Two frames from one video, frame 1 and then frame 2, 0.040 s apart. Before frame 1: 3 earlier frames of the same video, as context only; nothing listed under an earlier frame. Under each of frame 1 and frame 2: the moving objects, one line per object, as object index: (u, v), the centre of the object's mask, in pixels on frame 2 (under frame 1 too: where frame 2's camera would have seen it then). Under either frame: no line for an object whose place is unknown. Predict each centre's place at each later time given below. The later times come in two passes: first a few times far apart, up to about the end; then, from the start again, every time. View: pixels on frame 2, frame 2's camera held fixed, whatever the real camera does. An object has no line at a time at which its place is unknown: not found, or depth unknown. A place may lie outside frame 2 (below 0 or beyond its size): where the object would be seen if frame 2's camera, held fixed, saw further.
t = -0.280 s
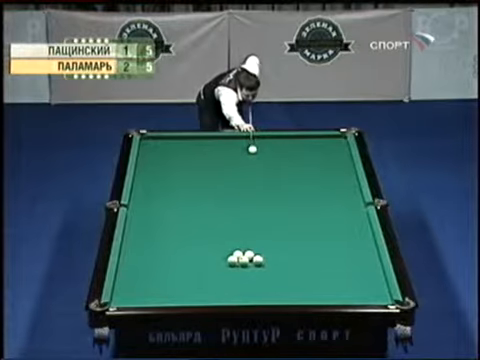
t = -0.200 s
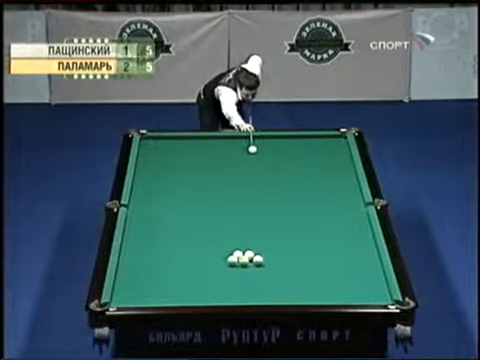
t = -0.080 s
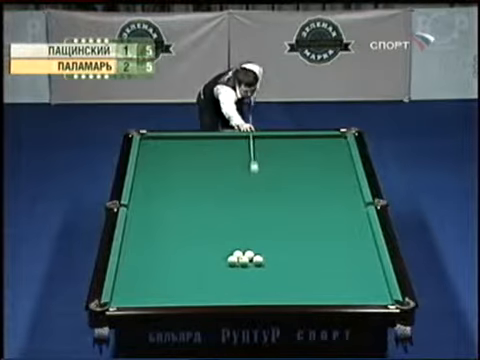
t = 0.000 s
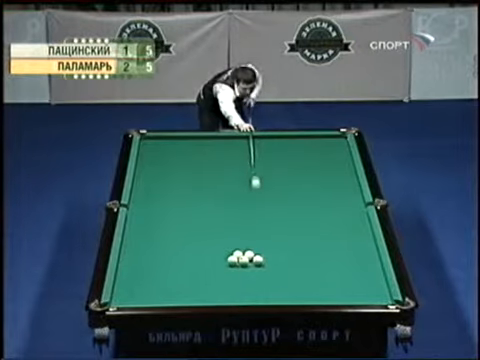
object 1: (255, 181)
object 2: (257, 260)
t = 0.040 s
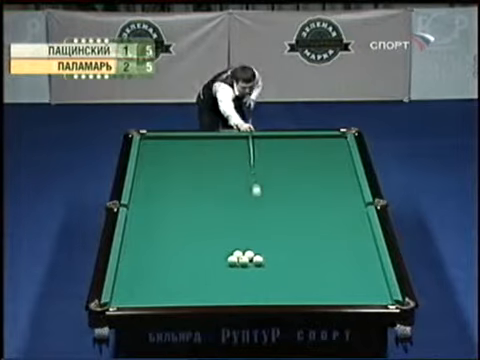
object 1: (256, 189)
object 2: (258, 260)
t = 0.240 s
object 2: (257, 260)
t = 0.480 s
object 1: (298, 264)
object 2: (224, 287)
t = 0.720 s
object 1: (354, 283)
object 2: (191, 276)
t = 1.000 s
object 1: (379, 290)
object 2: (167, 245)
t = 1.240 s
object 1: (369, 273)
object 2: (150, 224)
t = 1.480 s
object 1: (363, 260)
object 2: (134, 204)
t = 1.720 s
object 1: (358, 247)
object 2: (144, 188)
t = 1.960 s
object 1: (354, 235)
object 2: (155, 173)
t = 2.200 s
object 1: (349, 224)
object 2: (165, 159)
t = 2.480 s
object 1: (345, 212)
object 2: (176, 144)
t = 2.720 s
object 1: (341, 202)
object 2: (186, 139)
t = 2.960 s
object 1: (338, 193)
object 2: (199, 148)
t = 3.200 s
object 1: (334, 184)
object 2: (212, 154)
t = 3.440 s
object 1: (331, 175)
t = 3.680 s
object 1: (329, 168)
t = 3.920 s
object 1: (326, 161)
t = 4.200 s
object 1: (323, 153)
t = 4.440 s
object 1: (321, 147)
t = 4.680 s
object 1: (318, 141)
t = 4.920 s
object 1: (316, 135)
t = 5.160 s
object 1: (316, 138)
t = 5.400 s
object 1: (316, 141)
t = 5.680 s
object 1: (317, 144)
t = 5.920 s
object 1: (317, 146)
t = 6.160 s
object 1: (317, 149)
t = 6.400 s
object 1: (317, 150)
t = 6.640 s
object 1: (317, 153)
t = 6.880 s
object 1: (317, 155)
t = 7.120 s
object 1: (317, 157)
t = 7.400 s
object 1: (318, 158)
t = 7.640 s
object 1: (318, 160)
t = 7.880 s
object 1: (318, 162)
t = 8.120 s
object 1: (319, 163)
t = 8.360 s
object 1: (319, 164)
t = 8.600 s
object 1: (319, 164)
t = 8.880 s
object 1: (319, 165)
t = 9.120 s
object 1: (319, 165)
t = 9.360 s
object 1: (320, 166)
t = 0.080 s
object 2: (257, 260)
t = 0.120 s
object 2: (258, 260)
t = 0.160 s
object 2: (257, 260)
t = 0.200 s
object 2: (257, 260)
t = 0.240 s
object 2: (257, 260)
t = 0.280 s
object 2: (257, 260)
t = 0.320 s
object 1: (262, 250)
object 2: (258, 260)
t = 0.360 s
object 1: (268, 257)
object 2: (252, 264)
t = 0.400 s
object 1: (278, 259)
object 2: (243, 272)
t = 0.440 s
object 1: (288, 261)
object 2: (233, 280)
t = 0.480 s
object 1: (298, 264)
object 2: (224, 287)
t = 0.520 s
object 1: (307, 267)
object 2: (215, 295)
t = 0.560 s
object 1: (317, 269)
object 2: (207, 298)
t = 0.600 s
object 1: (326, 272)
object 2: (203, 293)
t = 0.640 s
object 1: (336, 276)
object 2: (199, 287)
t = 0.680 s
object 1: (345, 279)
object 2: (195, 281)
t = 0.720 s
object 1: (354, 283)
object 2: (191, 276)
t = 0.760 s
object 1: (363, 286)
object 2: (187, 271)
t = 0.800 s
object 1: (373, 291)
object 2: (183, 266)
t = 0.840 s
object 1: (381, 295)
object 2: (180, 261)
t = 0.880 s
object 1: (386, 298)
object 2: (176, 257)
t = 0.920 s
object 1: (384, 297)
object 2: (173, 253)
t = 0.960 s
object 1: (381, 294)
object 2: (170, 249)
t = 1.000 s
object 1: (379, 290)
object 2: (167, 245)
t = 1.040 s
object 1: (376, 287)
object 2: (164, 241)
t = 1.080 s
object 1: (374, 284)
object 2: (162, 238)
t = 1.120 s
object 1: (373, 281)
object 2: (158, 235)
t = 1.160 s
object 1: (371, 278)
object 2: (155, 231)
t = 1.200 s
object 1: (370, 275)
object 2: (152, 227)
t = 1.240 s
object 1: (369, 273)
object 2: (150, 224)
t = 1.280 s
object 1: (368, 271)
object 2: (147, 220)
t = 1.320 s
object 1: (367, 269)
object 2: (144, 217)
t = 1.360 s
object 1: (366, 266)
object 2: (142, 214)
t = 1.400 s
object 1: (365, 264)
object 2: (140, 211)
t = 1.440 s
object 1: (364, 262)
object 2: (137, 207)
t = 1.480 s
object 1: (363, 260)
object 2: (134, 204)
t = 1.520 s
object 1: (363, 258)
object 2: (133, 201)
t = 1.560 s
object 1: (362, 255)
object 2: (135, 199)
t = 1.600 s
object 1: (360, 253)
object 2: (138, 196)
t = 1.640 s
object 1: (360, 251)
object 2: (140, 193)
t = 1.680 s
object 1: (359, 249)
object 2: (142, 190)
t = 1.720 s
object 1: (358, 247)
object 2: (144, 188)
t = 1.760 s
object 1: (357, 245)
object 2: (146, 185)
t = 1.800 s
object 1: (357, 243)
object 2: (148, 183)
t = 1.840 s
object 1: (356, 241)
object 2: (150, 180)
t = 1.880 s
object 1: (355, 239)
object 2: (151, 178)
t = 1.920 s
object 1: (354, 237)
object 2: (153, 175)
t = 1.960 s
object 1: (354, 235)
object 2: (155, 173)
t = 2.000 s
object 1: (353, 233)
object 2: (157, 170)
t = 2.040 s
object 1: (352, 231)
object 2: (158, 168)
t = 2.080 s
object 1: (351, 230)
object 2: (160, 166)
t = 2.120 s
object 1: (351, 227)
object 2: (161, 164)
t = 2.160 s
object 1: (350, 226)
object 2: (164, 161)
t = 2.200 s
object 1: (349, 224)
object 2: (165, 159)
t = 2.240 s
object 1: (348, 222)
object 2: (167, 156)
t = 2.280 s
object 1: (348, 221)
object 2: (168, 154)
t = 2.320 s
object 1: (347, 219)
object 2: (170, 152)
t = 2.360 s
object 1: (346, 217)
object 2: (171, 150)
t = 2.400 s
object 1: (346, 216)
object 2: (173, 148)
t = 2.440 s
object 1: (345, 213)
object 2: (175, 146)
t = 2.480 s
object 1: (345, 212)
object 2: (176, 144)
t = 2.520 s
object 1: (344, 210)
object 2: (178, 141)
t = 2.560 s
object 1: (343, 208)
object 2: (179, 139)
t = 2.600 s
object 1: (343, 207)
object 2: (181, 137)
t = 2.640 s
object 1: (342, 205)
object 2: (182, 137)
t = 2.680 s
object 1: (342, 203)
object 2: (184, 138)
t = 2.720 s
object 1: (341, 202)
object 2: (186, 139)
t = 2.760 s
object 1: (340, 200)
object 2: (189, 141)
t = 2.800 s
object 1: (340, 199)
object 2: (191, 143)
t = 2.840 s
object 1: (339, 197)
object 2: (193, 144)
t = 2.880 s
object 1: (339, 196)
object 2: (195, 145)
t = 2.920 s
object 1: (338, 194)
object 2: (197, 146)
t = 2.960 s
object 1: (338, 193)
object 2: (199, 148)
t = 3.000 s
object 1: (337, 191)
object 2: (201, 148)
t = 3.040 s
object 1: (337, 190)
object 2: (204, 150)
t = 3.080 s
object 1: (336, 188)
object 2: (206, 151)
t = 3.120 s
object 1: (336, 187)
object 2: (208, 152)
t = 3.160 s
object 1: (335, 185)
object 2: (210, 153)
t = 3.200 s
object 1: (334, 184)
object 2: (212, 154)
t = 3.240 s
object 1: (334, 182)
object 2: (214, 155)
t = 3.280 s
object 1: (333, 181)
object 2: (216, 156)
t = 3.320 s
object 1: (333, 180)
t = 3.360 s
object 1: (332, 178)
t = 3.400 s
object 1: (332, 177)
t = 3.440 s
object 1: (331, 175)
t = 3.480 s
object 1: (331, 174)
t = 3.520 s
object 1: (331, 173)
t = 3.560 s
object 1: (330, 172)
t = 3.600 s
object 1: (330, 170)
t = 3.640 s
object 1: (329, 169)
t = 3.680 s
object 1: (329, 168)
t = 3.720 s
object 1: (328, 167)
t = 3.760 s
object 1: (328, 166)
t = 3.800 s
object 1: (327, 164)
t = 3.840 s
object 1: (327, 163)
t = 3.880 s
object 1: (326, 162)
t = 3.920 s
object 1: (326, 161)
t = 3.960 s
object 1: (326, 160)
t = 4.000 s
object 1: (325, 159)
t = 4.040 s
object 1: (325, 157)
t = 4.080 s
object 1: (324, 156)
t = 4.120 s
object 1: (324, 155)
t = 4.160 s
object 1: (324, 154)
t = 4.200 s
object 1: (323, 153)
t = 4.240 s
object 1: (322, 152)
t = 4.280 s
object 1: (322, 150)
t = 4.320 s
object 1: (322, 150)
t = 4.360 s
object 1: (321, 148)
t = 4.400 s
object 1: (321, 147)
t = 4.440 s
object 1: (321, 147)
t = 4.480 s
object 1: (320, 145)
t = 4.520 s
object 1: (320, 144)
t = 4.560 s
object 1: (319, 143)
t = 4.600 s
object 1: (319, 143)
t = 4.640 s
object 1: (318, 142)
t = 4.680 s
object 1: (318, 141)
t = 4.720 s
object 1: (318, 140)
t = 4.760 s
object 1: (317, 139)
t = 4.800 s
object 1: (317, 138)
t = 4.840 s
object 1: (317, 137)
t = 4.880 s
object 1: (317, 136)
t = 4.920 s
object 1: (316, 135)
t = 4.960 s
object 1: (316, 135)
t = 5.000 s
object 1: (316, 136)
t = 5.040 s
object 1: (316, 136)
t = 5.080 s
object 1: (316, 137)
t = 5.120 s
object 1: (316, 137)
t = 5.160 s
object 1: (316, 138)
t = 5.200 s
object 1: (316, 138)
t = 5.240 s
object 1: (316, 138)
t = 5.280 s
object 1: (316, 139)
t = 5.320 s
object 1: (316, 140)
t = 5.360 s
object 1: (316, 140)
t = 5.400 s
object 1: (316, 141)
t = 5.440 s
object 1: (316, 141)
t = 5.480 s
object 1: (316, 142)
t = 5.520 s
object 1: (317, 142)
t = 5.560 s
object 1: (317, 143)
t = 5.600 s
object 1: (317, 143)
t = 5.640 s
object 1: (317, 143)
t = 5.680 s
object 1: (317, 144)
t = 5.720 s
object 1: (317, 144)
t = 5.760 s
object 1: (317, 144)
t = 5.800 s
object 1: (317, 145)
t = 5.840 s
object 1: (317, 145)
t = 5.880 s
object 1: (317, 146)
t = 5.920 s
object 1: (317, 146)
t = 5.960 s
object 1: (317, 147)
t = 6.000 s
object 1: (317, 147)
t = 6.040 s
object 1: (317, 147)
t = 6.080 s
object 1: (317, 148)
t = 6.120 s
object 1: (317, 149)
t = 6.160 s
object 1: (317, 149)
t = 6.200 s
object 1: (317, 149)
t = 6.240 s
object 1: (317, 149)
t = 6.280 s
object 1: (317, 150)
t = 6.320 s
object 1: (317, 150)
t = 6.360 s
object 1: (317, 150)
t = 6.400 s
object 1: (317, 150)
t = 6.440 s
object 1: (317, 151)
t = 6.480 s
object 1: (317, 151)
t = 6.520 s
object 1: (317, 152)
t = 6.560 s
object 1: (318, 152)
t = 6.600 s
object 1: (317, 153)
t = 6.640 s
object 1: (317, 153)
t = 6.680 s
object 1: (317, 153)
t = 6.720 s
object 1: (317, 154)
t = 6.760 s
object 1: (317, 154)
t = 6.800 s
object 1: (317, 154)
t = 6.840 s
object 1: (317, 155)
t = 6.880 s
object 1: (317, 155)
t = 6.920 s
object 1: (317, 155)
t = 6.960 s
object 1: (318, 156)
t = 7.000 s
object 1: (318, 156)
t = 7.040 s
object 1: (318, 156)
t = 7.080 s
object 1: (318, 156)
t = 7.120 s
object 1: (317, 157)
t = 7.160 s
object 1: (318, 157)
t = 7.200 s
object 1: (318, 157)
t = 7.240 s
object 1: (317, 157)
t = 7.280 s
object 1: (318, 158)
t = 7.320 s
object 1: (318, 158)
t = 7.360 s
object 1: (318, 158)
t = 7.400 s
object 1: (318, 158)
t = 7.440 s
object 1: (318, 159)
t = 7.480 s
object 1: (318, 159)
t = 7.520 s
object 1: (318, 159)
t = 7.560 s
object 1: (318, 160)
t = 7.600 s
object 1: (318, 160)
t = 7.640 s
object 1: (318, 160)
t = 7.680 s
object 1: (318, 160)
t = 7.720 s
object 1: (318, 160)
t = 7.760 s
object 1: (318, 161)
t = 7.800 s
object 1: (318, 162)
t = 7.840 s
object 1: (318, 162)
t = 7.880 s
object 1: (318, 162)
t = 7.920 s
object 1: (318, 162)
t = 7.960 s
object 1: (318, 163)
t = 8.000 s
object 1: (318, 163)
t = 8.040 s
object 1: (318, 163)
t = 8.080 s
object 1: (318, 163)
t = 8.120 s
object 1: (319, 163)
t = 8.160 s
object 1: (319, 163)
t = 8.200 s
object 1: (319, 164)
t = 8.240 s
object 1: (318, 164)
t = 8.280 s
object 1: (319, 164)
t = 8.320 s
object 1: (319, 164)
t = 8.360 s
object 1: (319, 164)
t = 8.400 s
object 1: (319, 164)
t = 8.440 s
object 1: (319, 164)
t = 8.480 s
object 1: (319, 164)
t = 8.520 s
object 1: (319, 164)
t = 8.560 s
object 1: (319, 164)
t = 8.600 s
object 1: (319, 164)
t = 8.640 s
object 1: (319, 165)
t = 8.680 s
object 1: (319, 165)
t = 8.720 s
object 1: (319, 165)
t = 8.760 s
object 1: (319, 165)
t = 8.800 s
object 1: (319, 165)
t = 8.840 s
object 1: (319, 165)
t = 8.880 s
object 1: (319, 165)
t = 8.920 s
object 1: (319, 165)
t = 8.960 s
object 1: (319, 165)
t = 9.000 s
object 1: (319, 165)
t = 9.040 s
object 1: (320, 165)
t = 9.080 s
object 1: (319, 165)
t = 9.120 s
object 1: (319, 165)
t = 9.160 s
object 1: (320, 165)
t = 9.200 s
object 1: (320, 165)
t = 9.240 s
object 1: (320, 165)
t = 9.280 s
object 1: (320, 165)
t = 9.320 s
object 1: (320, 166)
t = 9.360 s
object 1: (320, 166)
